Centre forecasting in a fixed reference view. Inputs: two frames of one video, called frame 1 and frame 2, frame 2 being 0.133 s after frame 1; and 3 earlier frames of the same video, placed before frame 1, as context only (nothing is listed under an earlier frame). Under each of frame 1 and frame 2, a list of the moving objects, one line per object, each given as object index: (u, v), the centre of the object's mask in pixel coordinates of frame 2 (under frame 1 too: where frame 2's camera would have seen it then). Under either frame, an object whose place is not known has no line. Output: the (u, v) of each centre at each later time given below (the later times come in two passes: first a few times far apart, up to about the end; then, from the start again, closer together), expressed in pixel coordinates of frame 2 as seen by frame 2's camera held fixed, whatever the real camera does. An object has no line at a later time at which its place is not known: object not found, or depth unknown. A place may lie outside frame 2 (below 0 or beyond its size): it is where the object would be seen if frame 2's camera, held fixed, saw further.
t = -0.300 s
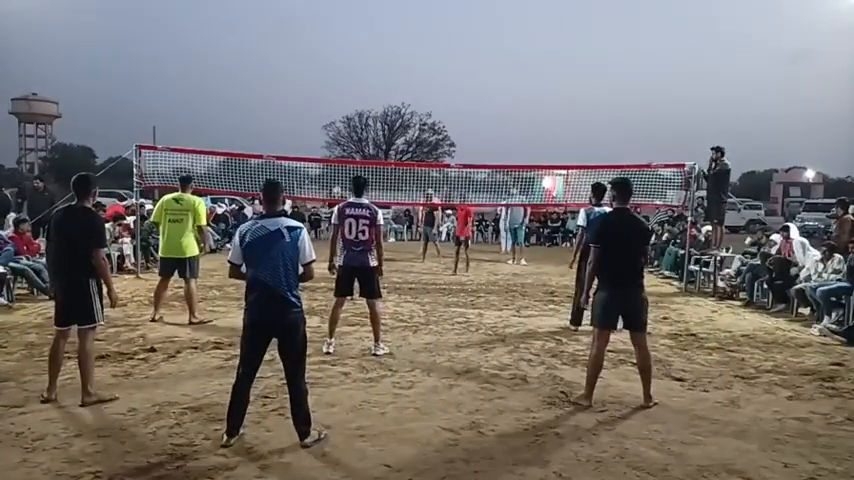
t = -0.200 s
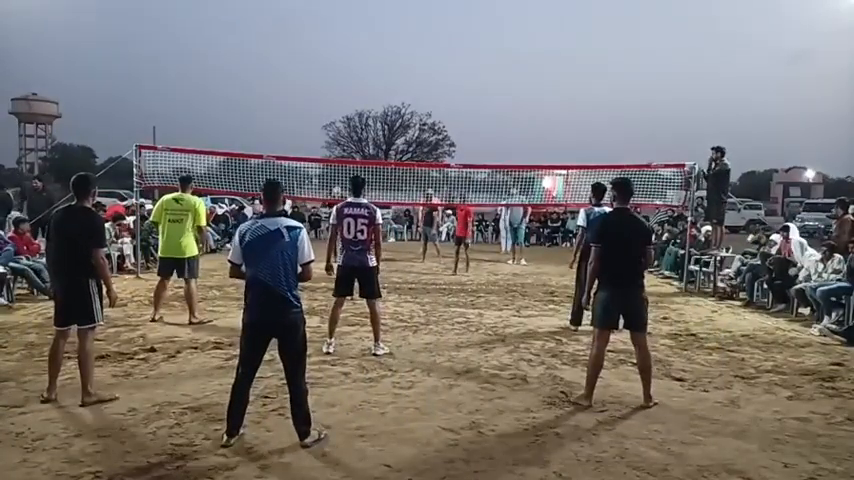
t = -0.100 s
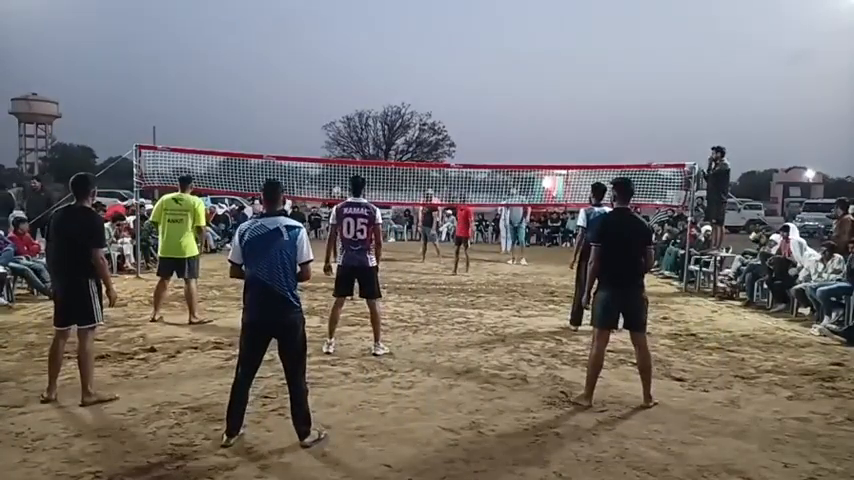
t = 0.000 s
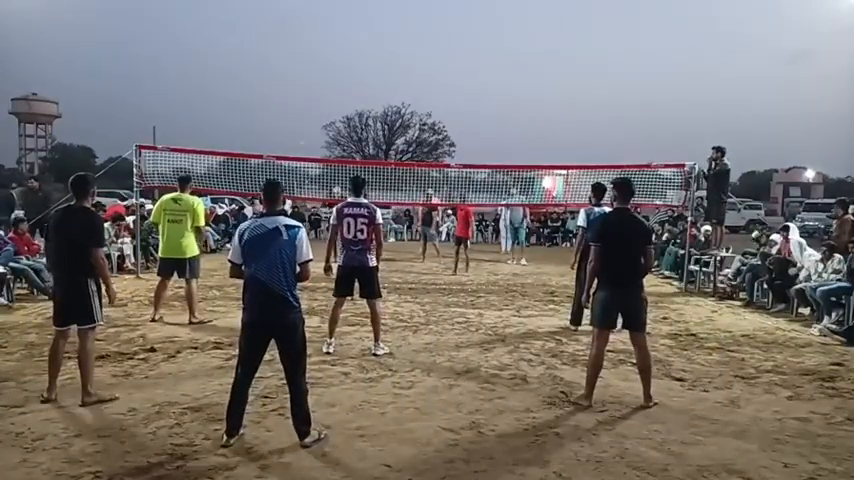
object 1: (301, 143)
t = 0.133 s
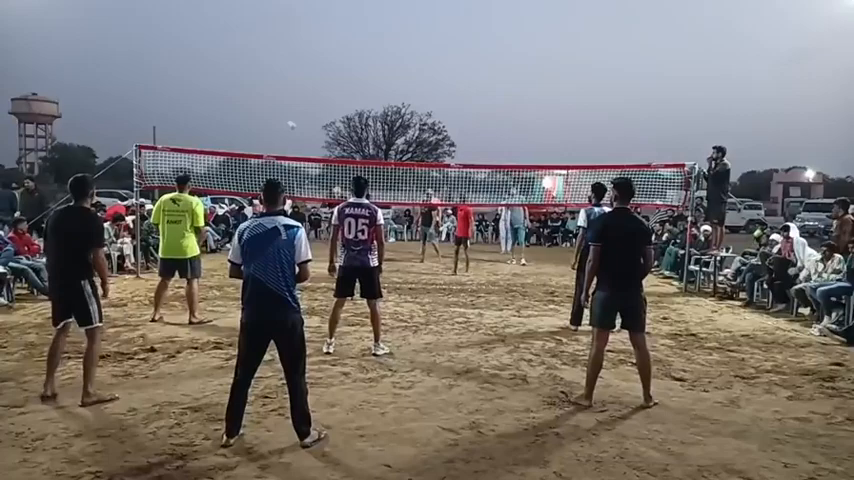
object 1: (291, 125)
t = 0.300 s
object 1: (274, 104)
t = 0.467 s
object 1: (249, 93)
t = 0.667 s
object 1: (207, 98)
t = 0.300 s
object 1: (274, 104)
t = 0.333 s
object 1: (270, 101)
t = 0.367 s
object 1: (265, 98)
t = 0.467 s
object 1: (249, 93)
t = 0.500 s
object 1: (243, 92)
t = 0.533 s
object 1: (237, 91)
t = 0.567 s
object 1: (230, 92)
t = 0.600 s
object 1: (223, 93)
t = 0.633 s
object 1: (215, 95)
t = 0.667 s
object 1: (207, 98)
